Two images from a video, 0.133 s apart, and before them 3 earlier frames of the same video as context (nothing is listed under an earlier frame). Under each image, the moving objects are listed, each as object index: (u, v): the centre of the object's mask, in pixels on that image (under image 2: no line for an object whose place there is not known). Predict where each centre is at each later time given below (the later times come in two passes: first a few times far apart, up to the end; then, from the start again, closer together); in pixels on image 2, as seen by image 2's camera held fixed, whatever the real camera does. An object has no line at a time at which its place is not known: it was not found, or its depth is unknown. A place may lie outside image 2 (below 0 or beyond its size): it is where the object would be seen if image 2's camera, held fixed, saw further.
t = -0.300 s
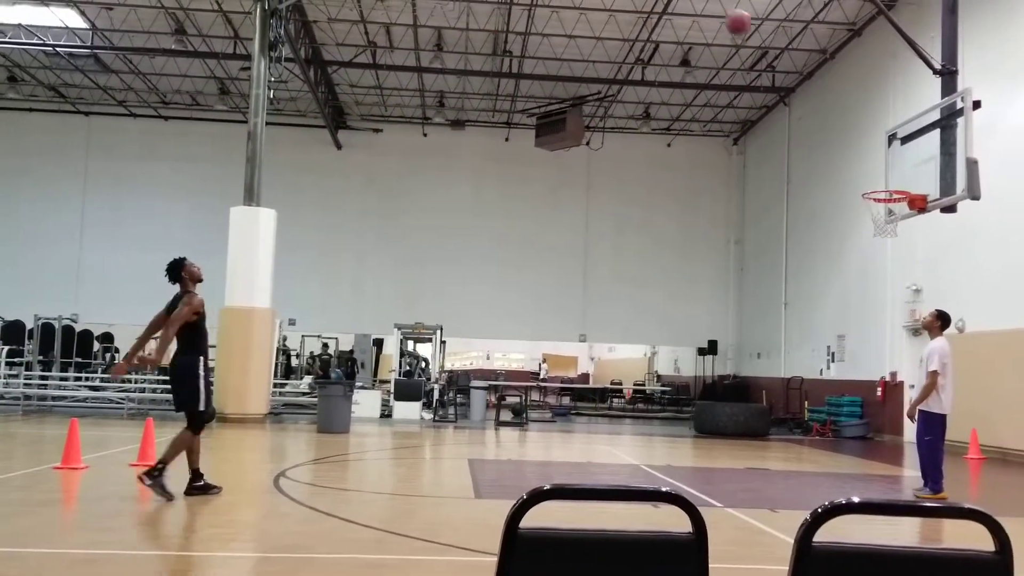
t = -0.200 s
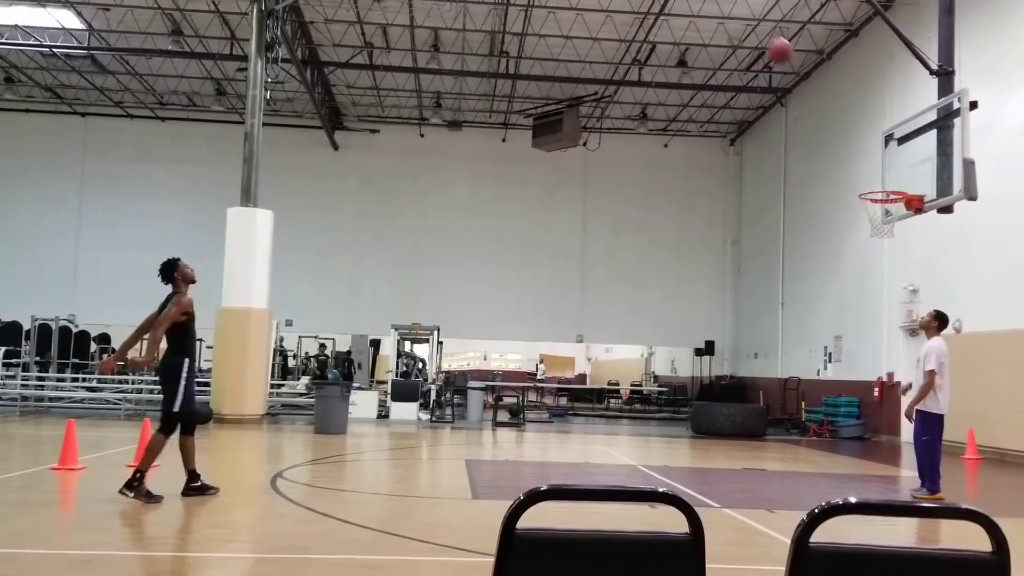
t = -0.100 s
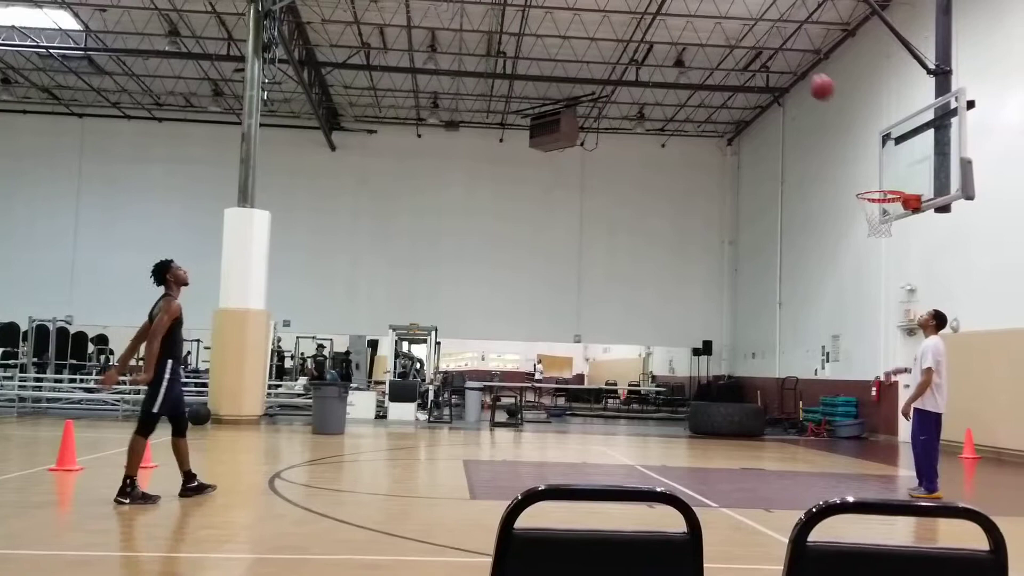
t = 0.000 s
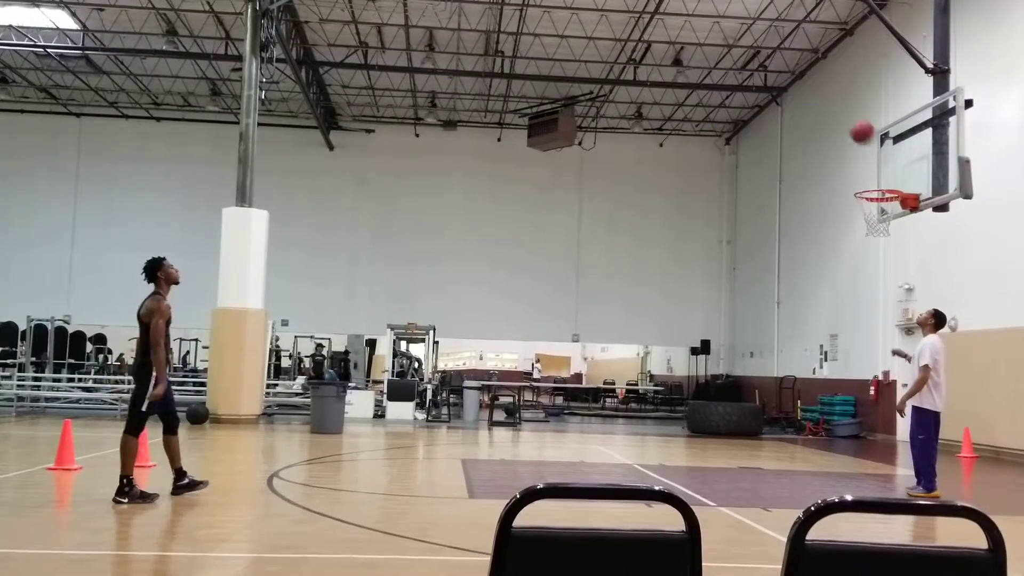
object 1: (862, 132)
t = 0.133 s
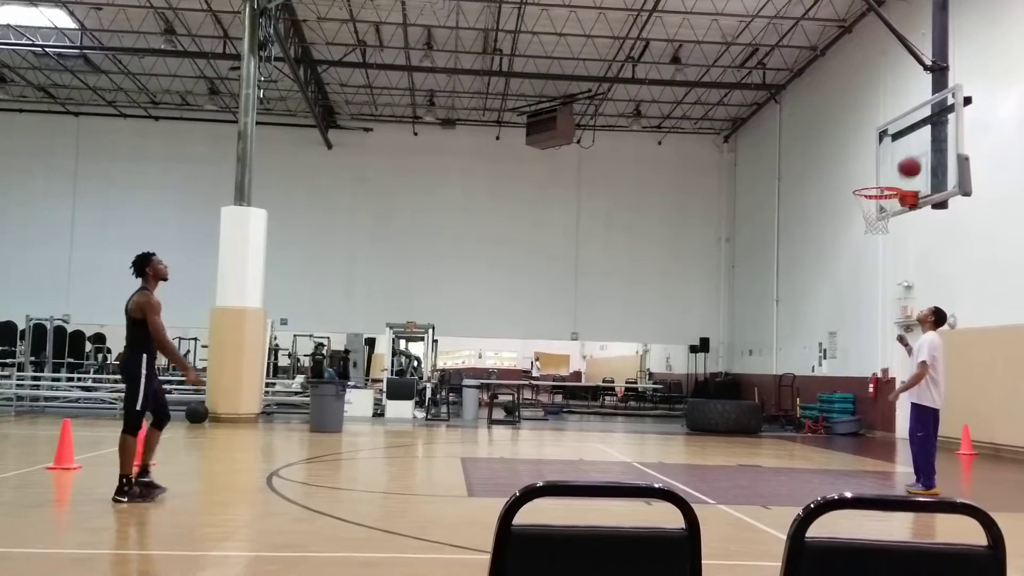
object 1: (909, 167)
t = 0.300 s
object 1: (882, 124)
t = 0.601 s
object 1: (821, 107)
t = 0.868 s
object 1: (766, 162)
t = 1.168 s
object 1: (699, 311)
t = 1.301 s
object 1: (668, 406)
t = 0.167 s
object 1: (908, 157)
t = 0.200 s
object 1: (901, 146)
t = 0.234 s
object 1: (895, 138)
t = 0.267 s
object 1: (889, 131)
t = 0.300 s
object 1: (882, 124)
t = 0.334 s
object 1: (875, 118)
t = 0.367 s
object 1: (869, 112)
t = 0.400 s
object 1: (862, 109)
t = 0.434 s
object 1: (855, 106)
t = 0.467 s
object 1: (848, 104)
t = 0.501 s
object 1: (842, 103)
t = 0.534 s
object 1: (835, 103)
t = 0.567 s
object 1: (828, 104)
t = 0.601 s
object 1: (821, 107)
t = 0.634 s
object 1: (815, 110)
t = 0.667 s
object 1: (808, 114)
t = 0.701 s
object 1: (801, 120)
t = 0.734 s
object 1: (794, 126)
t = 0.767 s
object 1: (787, 133)
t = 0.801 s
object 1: (780, 142)
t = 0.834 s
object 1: (773, 151)
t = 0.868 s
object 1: (766, 162)
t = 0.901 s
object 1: (758, 174)
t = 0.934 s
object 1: (751, 187)
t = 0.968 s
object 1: (744, 201)
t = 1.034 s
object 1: (729, 233)
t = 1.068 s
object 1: (722, 251)
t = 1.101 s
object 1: (714, 270)
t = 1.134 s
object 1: (707, 290)
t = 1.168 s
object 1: (699, 311)
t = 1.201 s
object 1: (691, 333)
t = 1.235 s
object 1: (684, 356)
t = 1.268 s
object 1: (676, 385)
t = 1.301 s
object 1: (668, 406)
